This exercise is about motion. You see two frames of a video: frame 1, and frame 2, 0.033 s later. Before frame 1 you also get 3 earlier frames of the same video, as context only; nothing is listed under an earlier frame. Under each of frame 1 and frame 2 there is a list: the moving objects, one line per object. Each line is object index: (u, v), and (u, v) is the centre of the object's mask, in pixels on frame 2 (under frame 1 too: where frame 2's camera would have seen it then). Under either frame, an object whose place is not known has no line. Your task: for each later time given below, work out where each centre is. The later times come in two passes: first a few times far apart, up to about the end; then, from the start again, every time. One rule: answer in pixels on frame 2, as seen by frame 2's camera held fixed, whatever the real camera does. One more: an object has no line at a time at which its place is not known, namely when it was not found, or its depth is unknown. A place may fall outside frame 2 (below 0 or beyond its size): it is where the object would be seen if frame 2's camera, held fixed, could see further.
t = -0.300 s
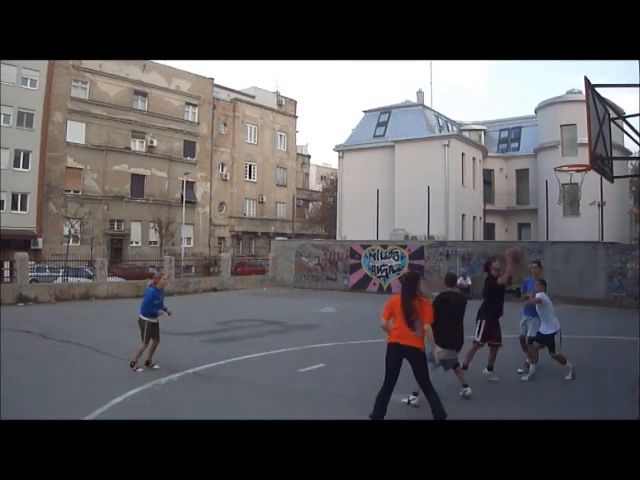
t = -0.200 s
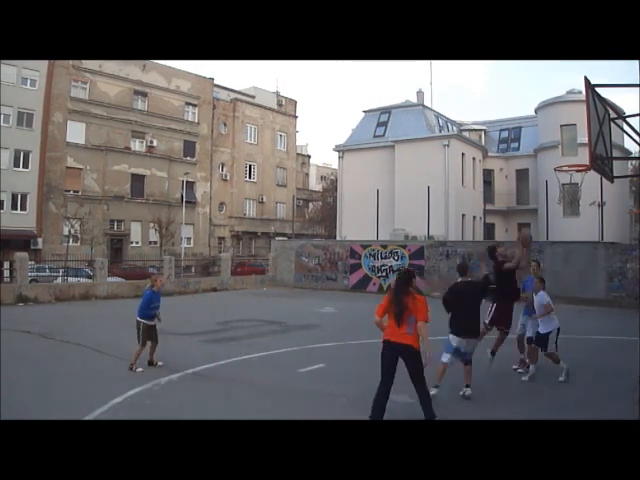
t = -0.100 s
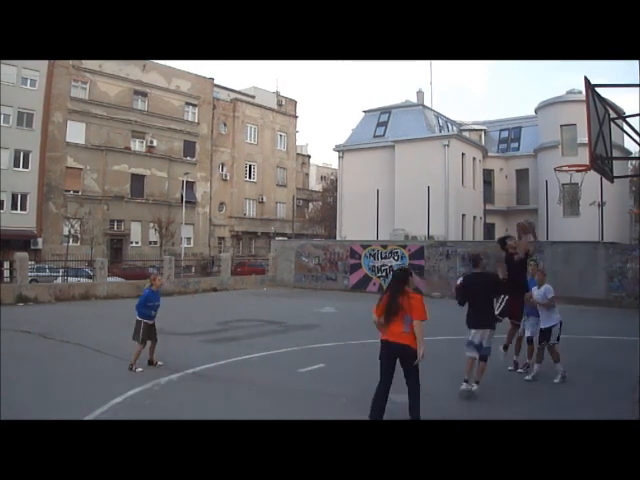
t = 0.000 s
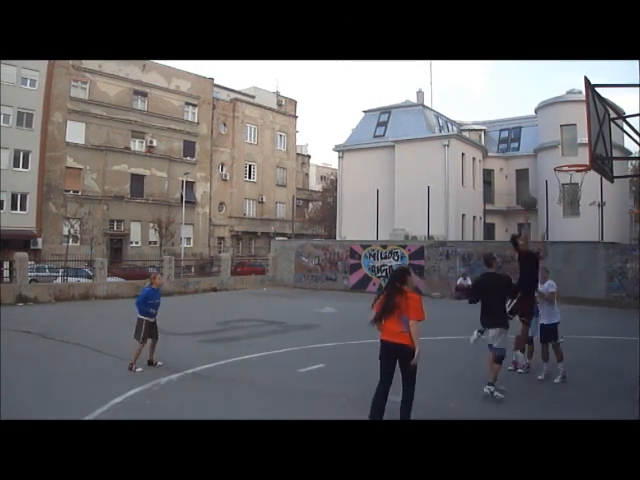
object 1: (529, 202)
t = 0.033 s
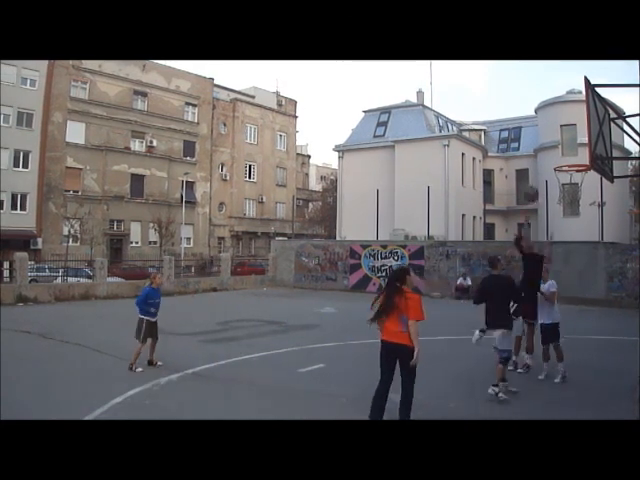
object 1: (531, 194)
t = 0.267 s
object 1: (543, 155)
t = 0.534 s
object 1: (562, 158)
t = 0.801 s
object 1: (582, 192)
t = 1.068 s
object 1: (605, 220)
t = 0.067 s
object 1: (533, 186)
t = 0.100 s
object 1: (535, 179)
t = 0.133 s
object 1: (536, 173)
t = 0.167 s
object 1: (538, 168)
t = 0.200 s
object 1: (540, 163)
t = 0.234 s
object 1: (542, 159)
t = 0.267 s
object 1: (543, 155)
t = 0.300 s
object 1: (546, 153)
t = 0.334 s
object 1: (548, 152)
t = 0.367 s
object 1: (550, 151)
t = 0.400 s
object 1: (552, 151)
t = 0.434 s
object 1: (554, 151)
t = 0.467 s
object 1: (557, 152)
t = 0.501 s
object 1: (559, 155)
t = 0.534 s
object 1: (562, 158)
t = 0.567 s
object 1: (564, 163)
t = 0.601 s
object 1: (567, 168)
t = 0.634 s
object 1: (570, 174)
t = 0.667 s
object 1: (572, 180)
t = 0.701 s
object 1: (575, 184)
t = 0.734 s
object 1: (578, 190)
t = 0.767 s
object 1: (580, 192)
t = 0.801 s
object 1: (582, 192)
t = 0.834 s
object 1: (585, 193)
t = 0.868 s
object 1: (589, 195)
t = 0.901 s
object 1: (591, 196)
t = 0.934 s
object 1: (594, 200)
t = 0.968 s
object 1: (597, 203)
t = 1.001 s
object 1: (600, 208)
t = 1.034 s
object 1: (602, 213)
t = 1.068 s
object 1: (605, 220)
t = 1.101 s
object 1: (608, 227)
